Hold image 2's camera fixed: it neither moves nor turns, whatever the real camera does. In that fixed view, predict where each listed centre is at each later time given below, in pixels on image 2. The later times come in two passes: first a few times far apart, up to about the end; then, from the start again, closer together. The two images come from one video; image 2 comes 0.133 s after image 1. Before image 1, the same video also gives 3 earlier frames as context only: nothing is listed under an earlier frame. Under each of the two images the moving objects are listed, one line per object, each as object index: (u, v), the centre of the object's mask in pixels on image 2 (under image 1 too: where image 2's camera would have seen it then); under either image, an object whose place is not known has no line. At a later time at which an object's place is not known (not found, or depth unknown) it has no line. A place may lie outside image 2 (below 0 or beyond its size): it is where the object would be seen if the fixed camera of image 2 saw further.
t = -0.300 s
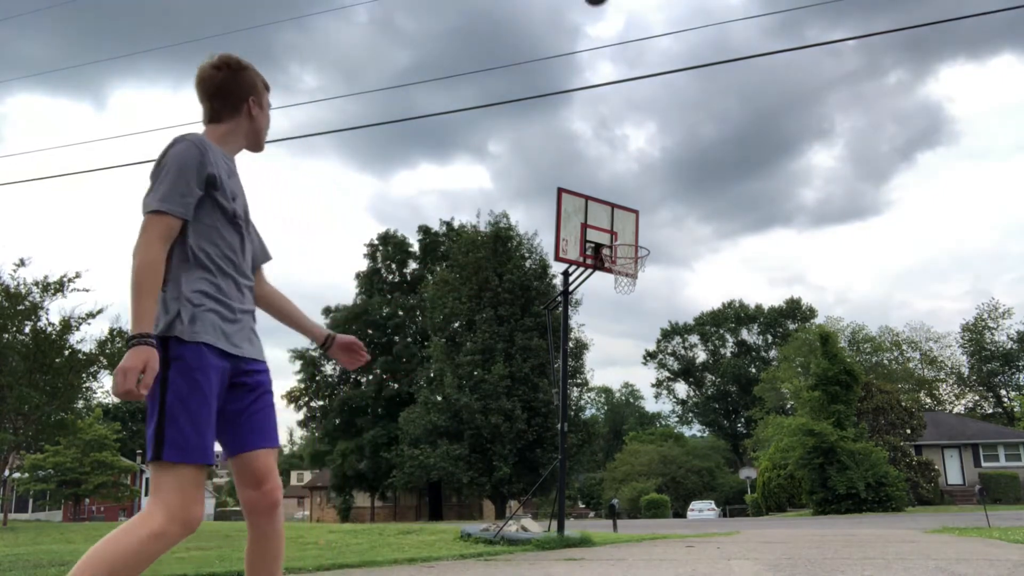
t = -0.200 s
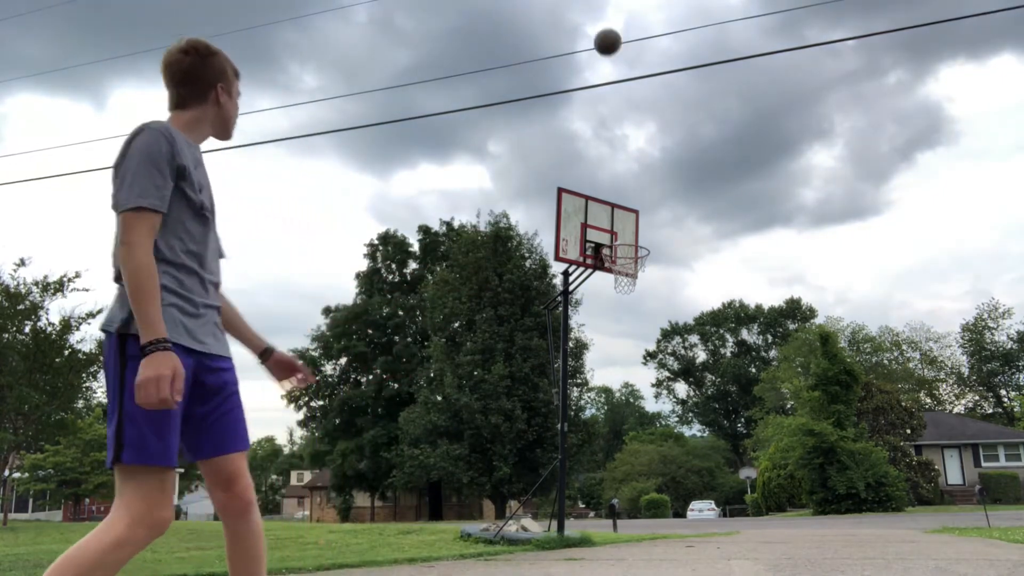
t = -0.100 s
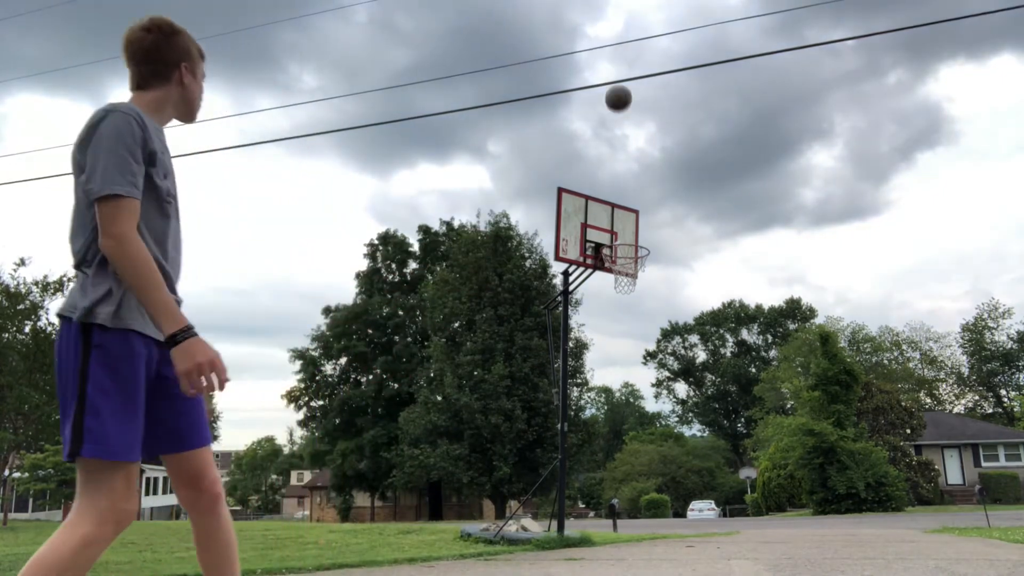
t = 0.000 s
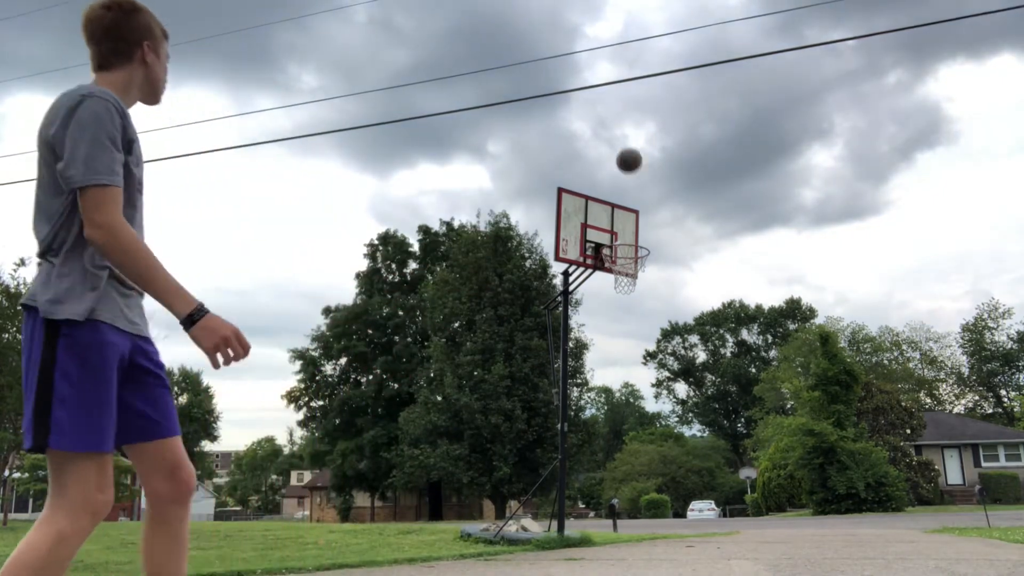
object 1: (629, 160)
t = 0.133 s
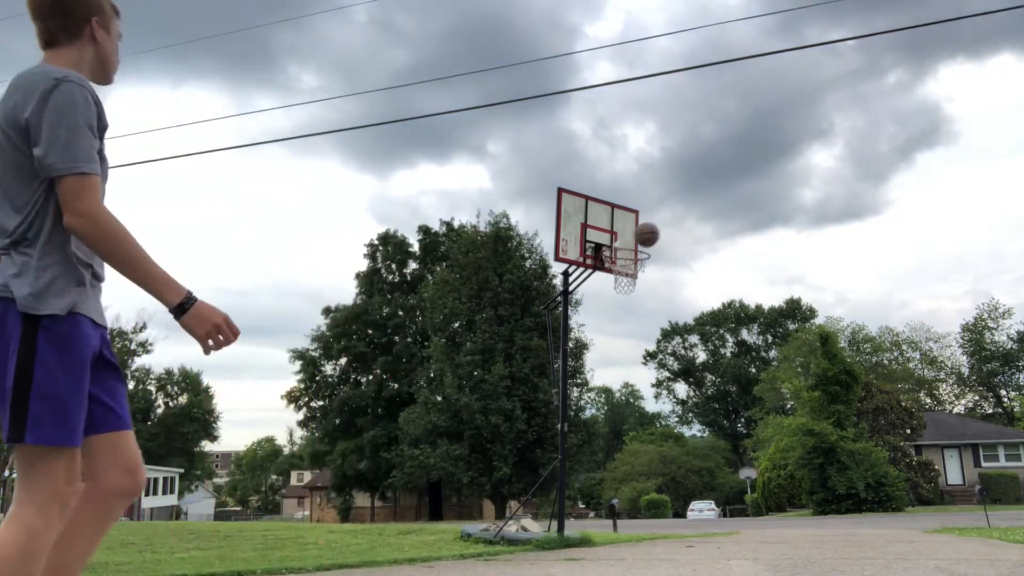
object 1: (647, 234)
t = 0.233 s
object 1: (679, 217)
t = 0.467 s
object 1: (762, 218)
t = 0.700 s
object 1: (861, 281)
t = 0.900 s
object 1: (963, 401)
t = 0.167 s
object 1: (657, 228)
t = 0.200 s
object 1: (668, 222)
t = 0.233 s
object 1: (679, 217)
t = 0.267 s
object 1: (690, 214)
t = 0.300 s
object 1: (701, 212)
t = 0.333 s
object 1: (713, 211)
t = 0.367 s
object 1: (725, 210)
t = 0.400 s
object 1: (737, 211)
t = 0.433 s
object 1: (750, 214)
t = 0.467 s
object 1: (762, 218)
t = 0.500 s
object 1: (775, 222)
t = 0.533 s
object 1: (789, 229)
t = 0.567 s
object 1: (803, 236)
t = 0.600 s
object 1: (817, 245)
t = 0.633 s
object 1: (831, 256)
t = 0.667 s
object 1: (845, 268)
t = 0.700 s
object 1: (861, 281)
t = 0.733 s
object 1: (876, 297)
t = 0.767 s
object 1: (892, 313)
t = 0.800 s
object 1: (909, 332)
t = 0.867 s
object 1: (944, 376)
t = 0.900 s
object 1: (963, 401)
